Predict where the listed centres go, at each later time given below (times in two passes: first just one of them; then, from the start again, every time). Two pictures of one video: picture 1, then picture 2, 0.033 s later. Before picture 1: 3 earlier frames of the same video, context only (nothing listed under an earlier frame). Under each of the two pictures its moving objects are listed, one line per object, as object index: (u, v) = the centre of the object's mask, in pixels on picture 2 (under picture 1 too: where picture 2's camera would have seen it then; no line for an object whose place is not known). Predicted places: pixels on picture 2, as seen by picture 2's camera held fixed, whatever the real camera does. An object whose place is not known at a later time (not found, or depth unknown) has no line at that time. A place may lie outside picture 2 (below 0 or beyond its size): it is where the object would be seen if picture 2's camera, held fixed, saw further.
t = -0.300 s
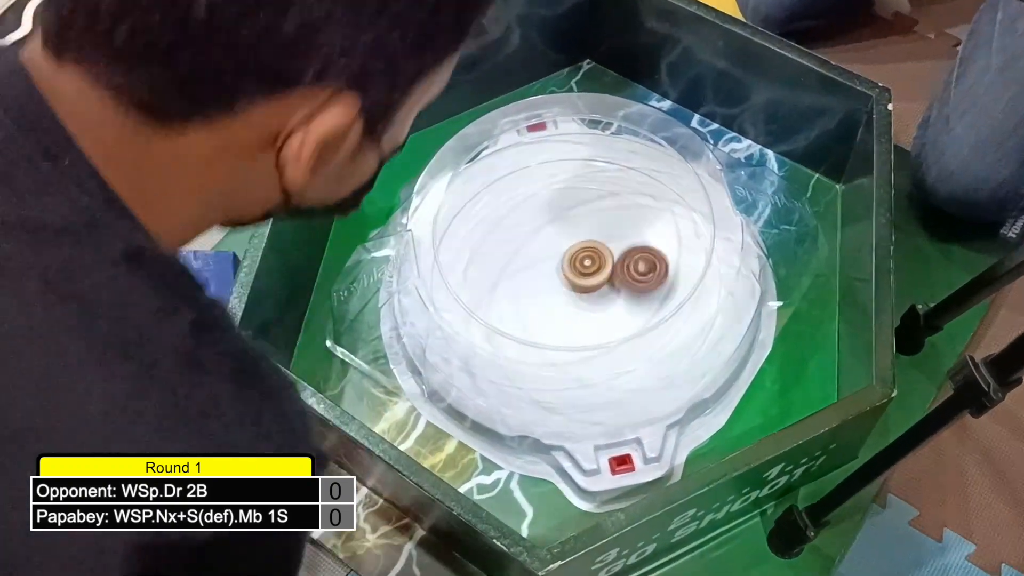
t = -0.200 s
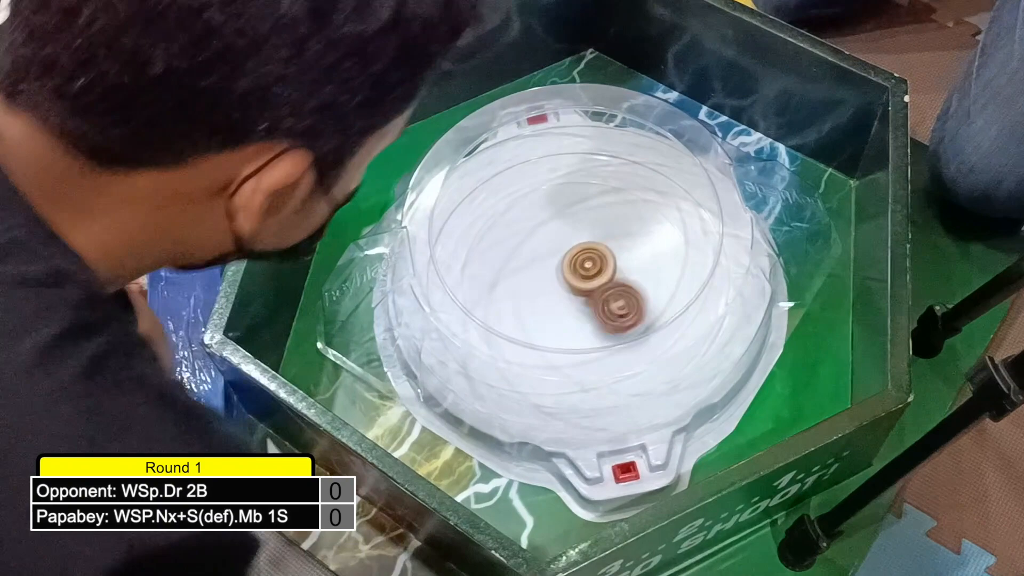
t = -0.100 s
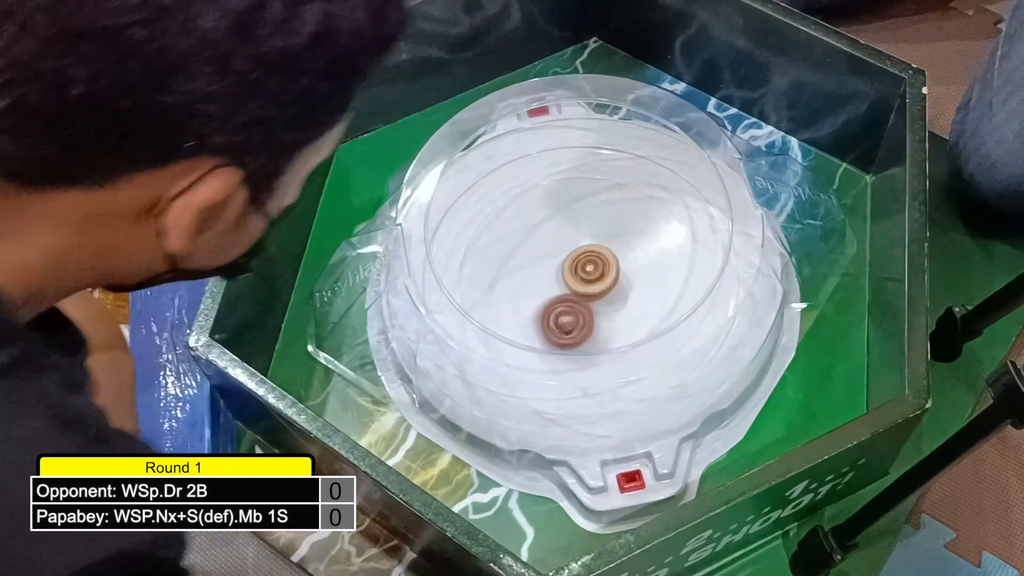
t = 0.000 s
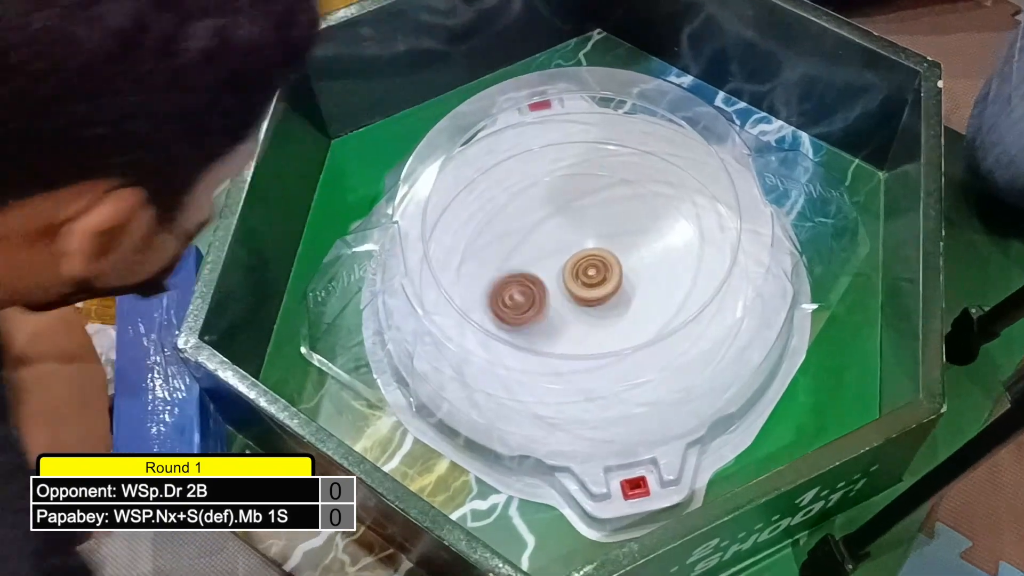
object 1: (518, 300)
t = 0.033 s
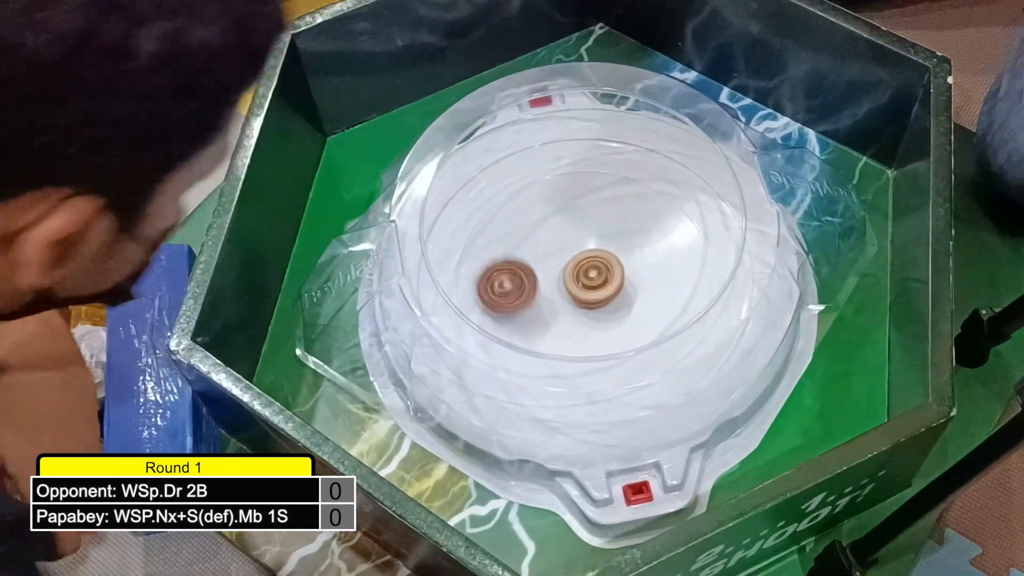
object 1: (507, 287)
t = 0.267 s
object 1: (536, 195)
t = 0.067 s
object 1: (501, 272)
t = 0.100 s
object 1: (498, 256)
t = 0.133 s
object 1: (499, 240)
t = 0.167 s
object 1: (503, 226)
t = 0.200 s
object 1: (511, 212)
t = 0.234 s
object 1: (522, 202)
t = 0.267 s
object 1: (536, 195)
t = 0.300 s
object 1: (551, 191)
